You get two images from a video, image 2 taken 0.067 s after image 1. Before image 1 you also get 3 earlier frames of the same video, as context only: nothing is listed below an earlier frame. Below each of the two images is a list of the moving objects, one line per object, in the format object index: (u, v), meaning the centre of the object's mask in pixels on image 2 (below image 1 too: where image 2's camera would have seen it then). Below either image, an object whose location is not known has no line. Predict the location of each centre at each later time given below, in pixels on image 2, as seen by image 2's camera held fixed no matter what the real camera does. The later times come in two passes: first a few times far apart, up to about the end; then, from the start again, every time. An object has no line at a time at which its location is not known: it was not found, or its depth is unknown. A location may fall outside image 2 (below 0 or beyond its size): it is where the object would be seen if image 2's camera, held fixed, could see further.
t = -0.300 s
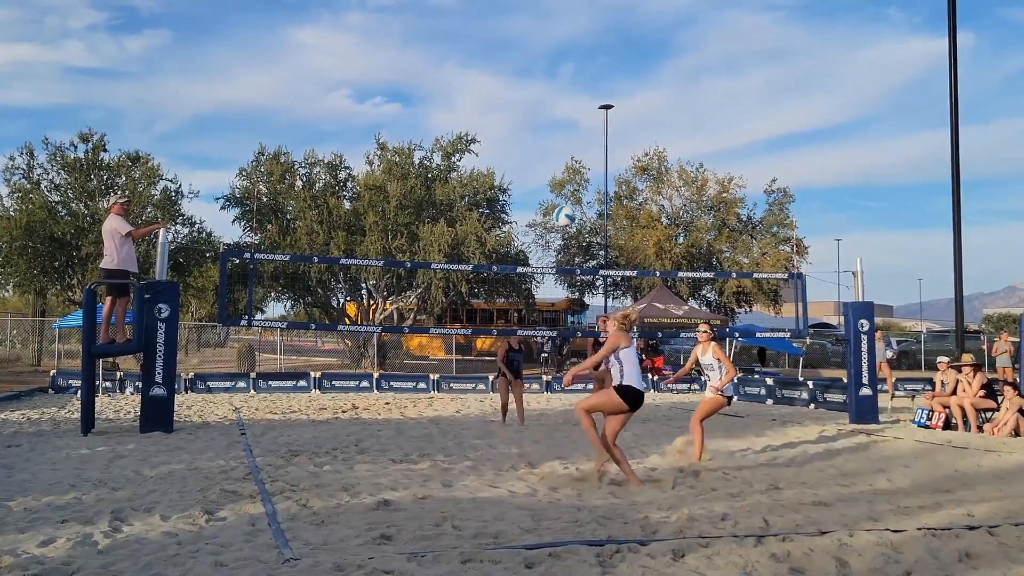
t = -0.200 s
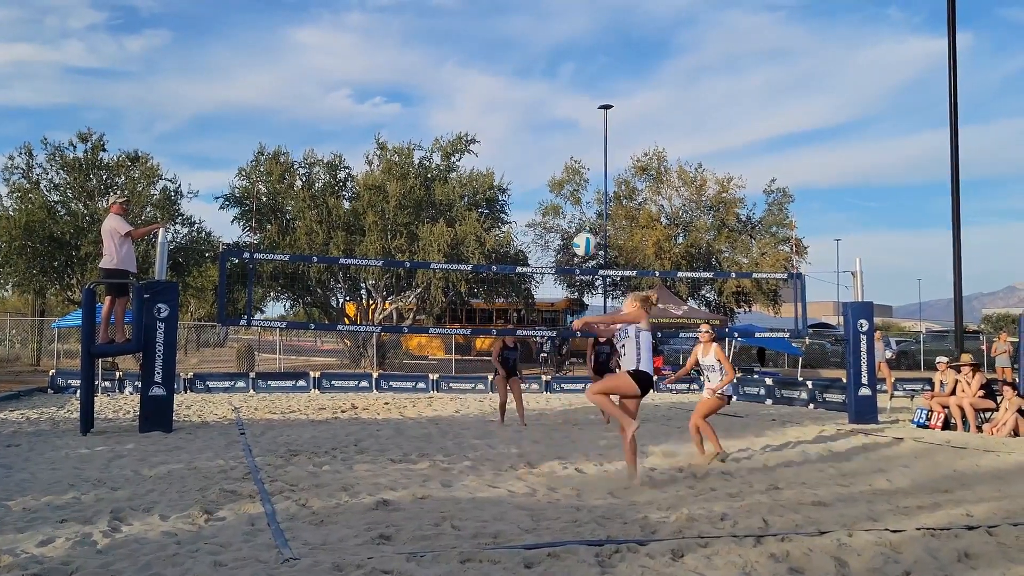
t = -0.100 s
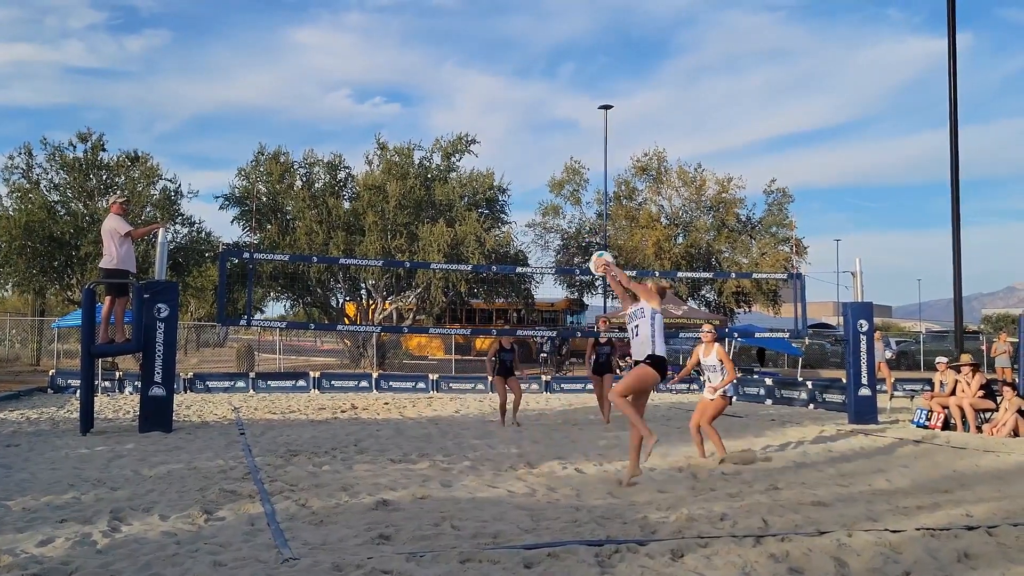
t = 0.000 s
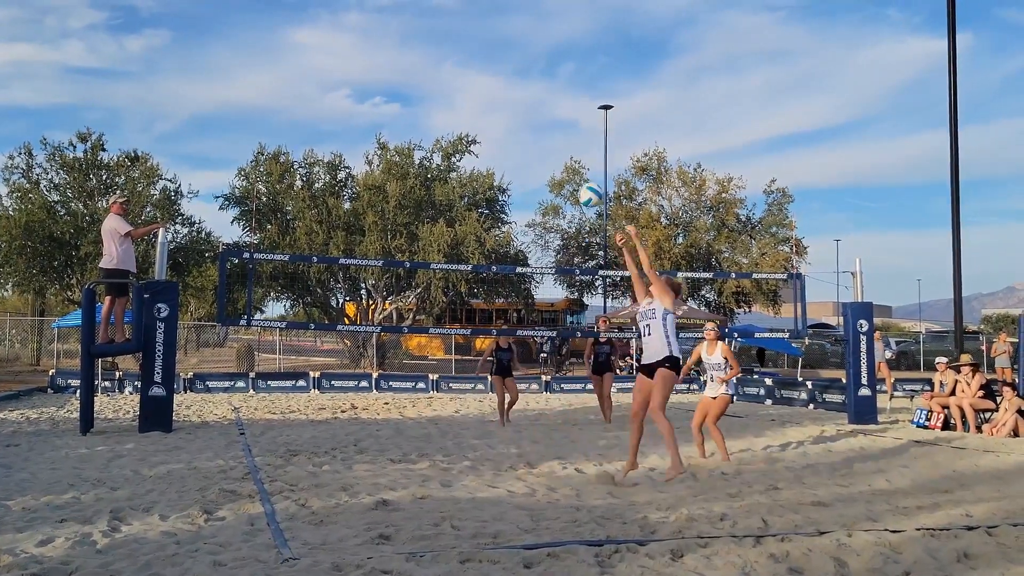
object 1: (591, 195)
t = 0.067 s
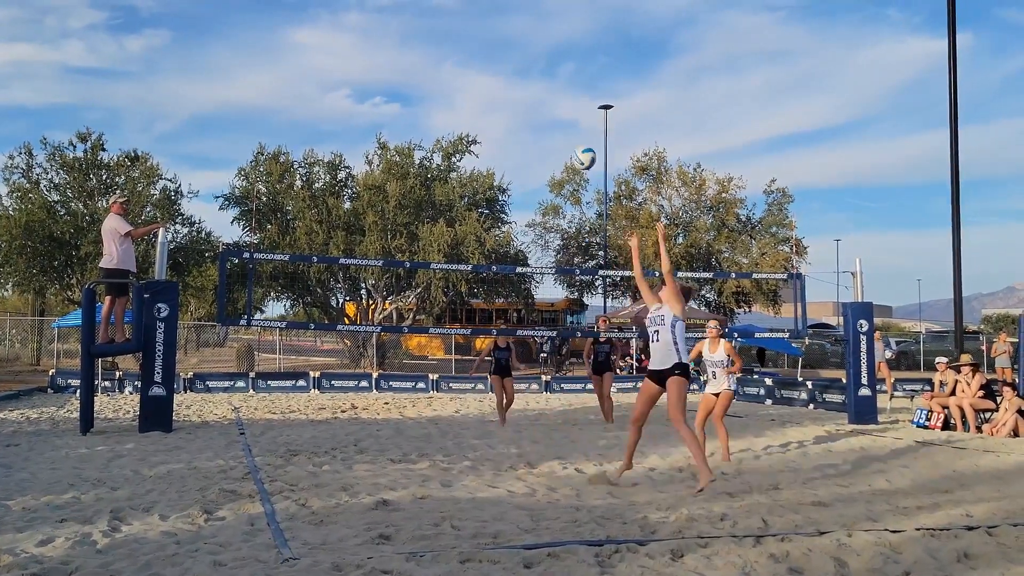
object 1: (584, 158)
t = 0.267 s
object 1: (569, 83)
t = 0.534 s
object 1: (554, 57)
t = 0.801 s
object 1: (546, 98)
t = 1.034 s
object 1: (542, 177)
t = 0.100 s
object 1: (581, 142)
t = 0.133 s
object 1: (579, 127)
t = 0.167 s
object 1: (576, 115)
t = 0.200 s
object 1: (573, 103)
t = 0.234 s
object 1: (571, 93)
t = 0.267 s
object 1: (569, 83)
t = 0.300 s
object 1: (567, 76)
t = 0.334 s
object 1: (565, 70)
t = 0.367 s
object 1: (563, 64)
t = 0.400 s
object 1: (561, 61)
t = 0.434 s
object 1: (559, 58)
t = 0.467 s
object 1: (557, 56)
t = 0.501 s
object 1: (556, 56)
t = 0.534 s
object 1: (554, 57)
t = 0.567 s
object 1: (553, 59)
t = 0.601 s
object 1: (552, 62)
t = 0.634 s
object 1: (551, 65)
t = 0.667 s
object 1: (550, 70)
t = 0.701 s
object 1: (549, 76)
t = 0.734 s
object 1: (548, 82)
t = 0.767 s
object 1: (546, 89)
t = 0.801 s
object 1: (546, 98)
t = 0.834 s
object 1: (545, 107)
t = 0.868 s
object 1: (544, 116)
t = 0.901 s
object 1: (544, 127)
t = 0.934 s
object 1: (542, 139)
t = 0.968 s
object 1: (542, 151)
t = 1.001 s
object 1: (542, 164)
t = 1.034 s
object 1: (542, 177)
